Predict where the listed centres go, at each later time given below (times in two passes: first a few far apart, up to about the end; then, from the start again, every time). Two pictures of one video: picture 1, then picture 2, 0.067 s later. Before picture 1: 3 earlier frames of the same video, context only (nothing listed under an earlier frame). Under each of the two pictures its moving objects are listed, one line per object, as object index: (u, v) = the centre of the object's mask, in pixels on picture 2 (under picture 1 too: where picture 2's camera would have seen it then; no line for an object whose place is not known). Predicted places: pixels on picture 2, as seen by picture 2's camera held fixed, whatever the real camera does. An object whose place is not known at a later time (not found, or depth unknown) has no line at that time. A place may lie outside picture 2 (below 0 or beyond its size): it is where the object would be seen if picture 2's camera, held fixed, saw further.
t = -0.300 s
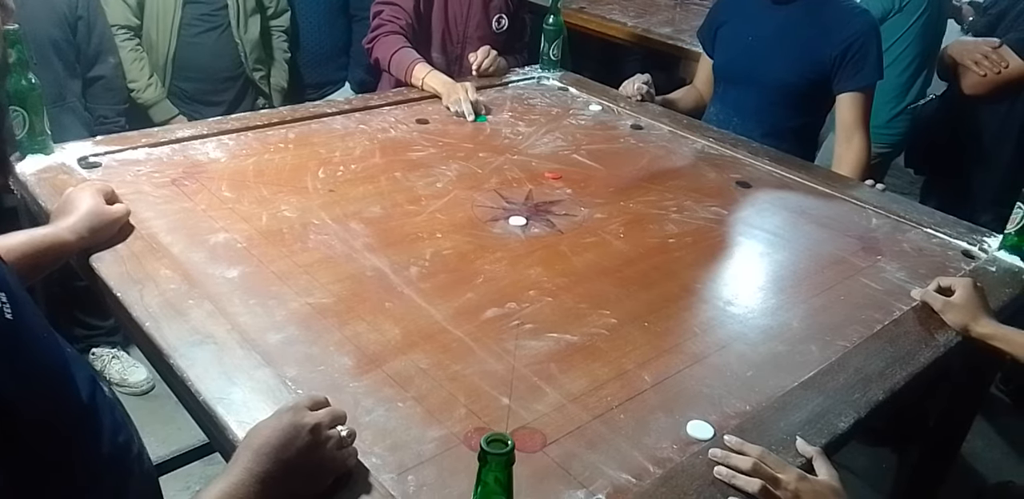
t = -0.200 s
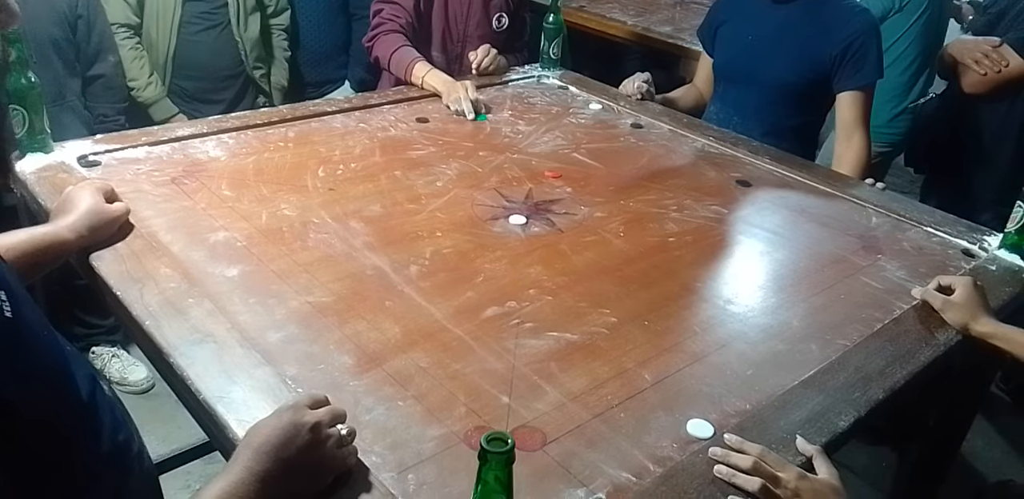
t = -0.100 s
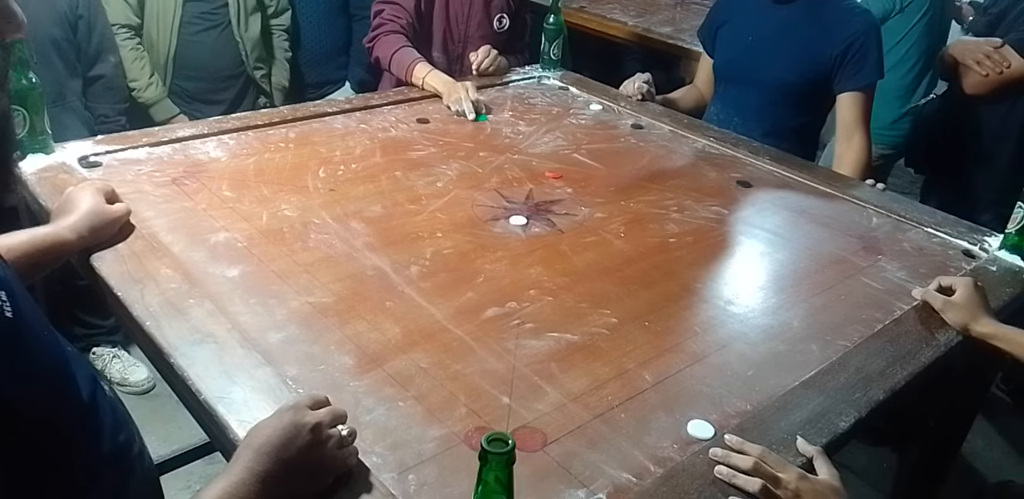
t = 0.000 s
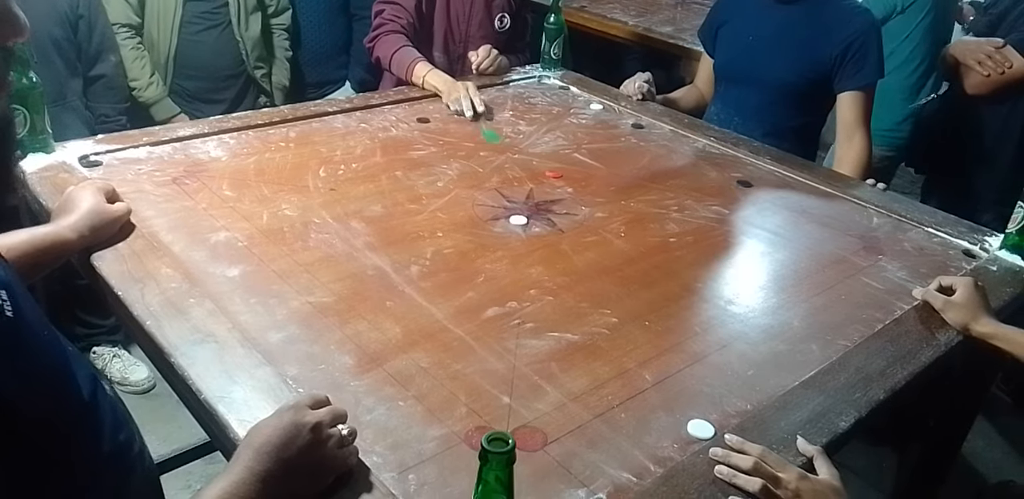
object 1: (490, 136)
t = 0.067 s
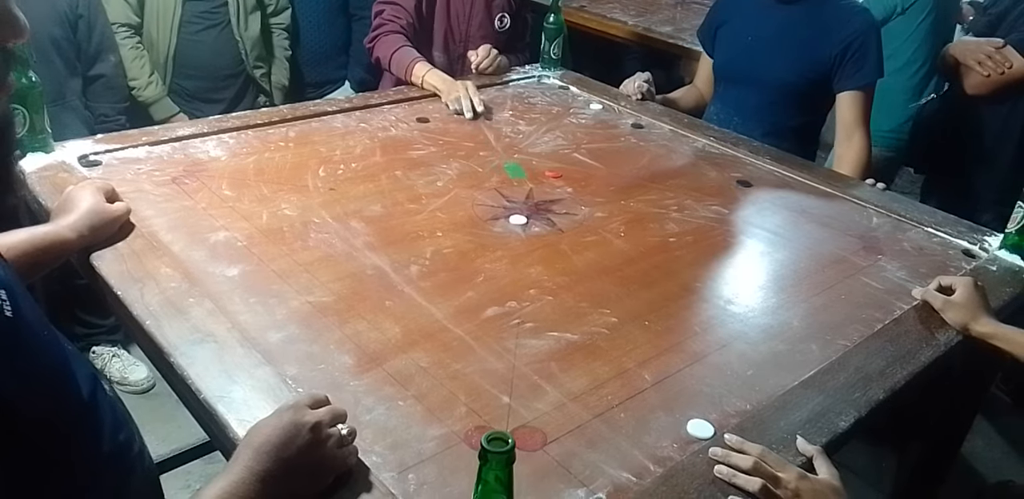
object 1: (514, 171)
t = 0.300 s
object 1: (635, 349)
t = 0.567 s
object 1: (540, 386)
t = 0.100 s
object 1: (527, 191)
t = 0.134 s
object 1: (541, 210)
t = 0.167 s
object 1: (557, 234)
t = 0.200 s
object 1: (574, 260)
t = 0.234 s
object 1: (594, 288)
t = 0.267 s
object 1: (613, 317)
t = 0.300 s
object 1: (635, 349)
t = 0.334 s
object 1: (662, 389)
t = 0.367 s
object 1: (673, 414)
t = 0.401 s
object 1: (647, 409)
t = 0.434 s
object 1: (622, 404)
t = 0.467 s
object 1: (598, 399)
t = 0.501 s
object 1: (577, 394)
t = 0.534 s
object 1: (558, 390)
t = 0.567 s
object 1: (540, 386)
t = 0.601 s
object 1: (524, 383)
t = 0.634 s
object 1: (509, 380)
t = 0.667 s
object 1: (496, 377)
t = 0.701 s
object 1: (484, 375)
